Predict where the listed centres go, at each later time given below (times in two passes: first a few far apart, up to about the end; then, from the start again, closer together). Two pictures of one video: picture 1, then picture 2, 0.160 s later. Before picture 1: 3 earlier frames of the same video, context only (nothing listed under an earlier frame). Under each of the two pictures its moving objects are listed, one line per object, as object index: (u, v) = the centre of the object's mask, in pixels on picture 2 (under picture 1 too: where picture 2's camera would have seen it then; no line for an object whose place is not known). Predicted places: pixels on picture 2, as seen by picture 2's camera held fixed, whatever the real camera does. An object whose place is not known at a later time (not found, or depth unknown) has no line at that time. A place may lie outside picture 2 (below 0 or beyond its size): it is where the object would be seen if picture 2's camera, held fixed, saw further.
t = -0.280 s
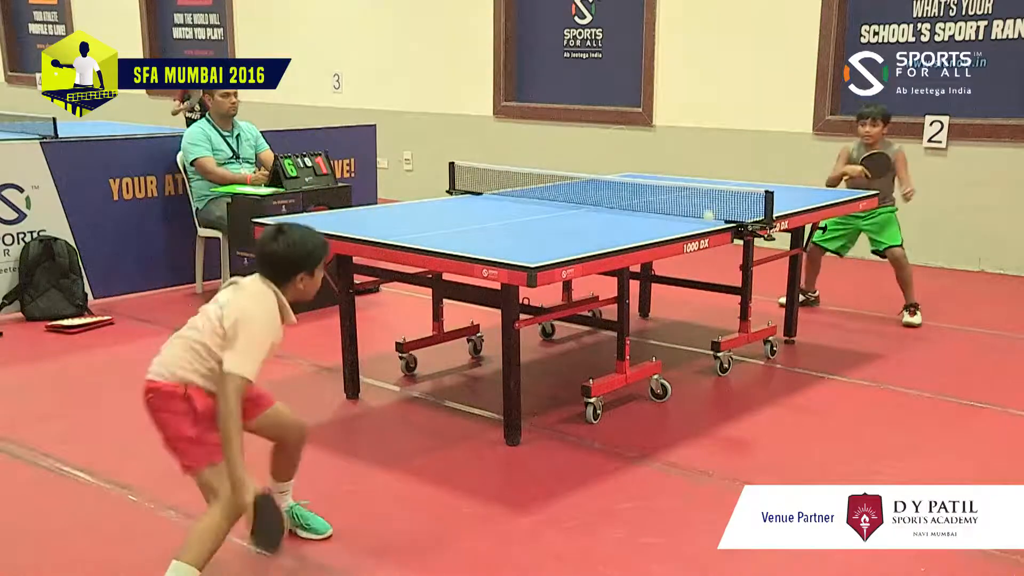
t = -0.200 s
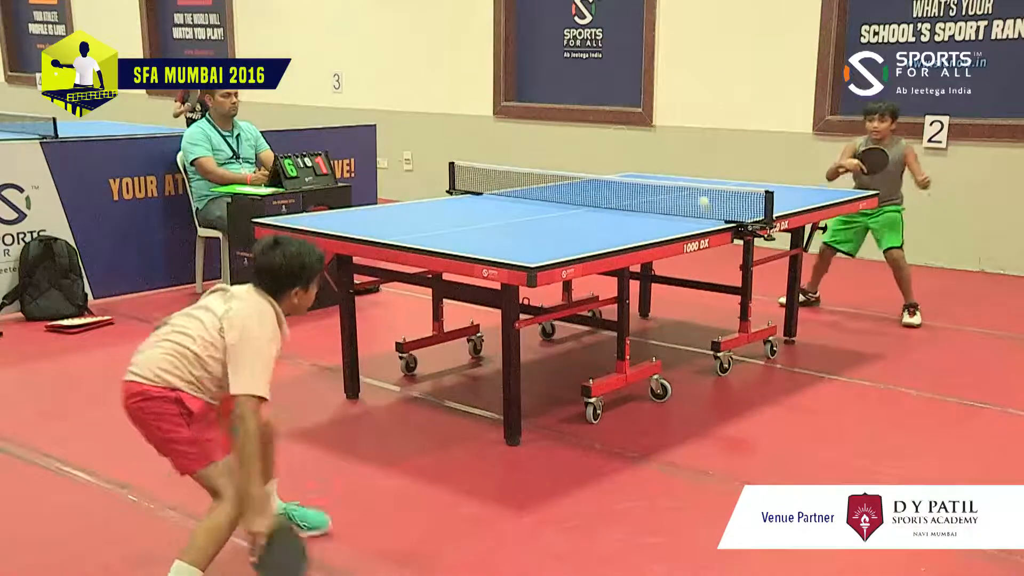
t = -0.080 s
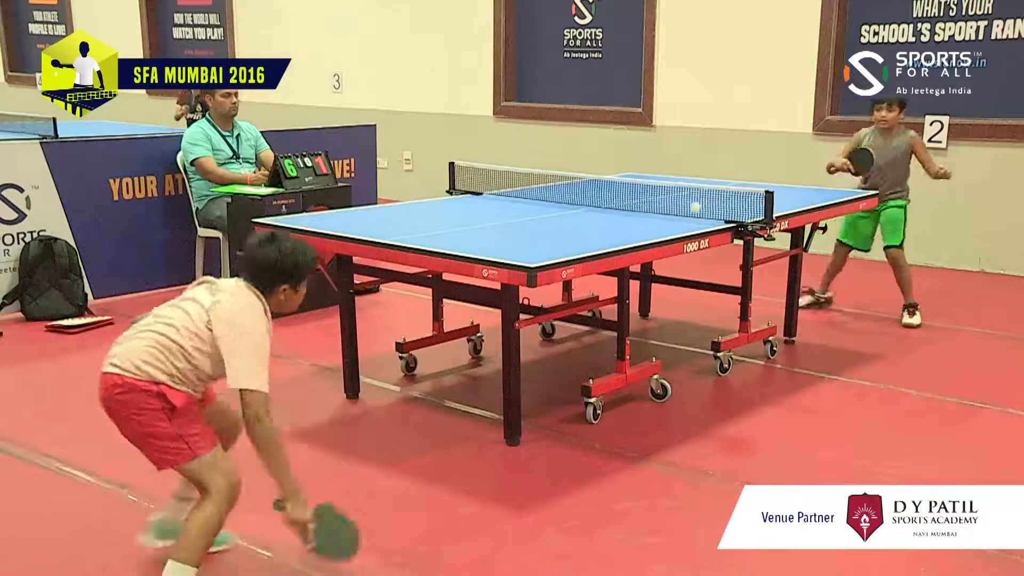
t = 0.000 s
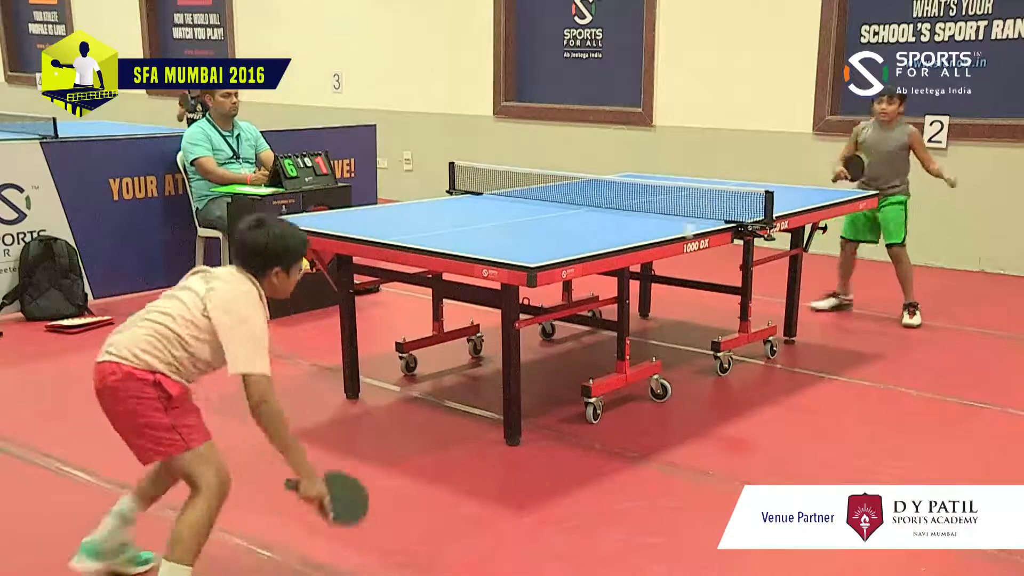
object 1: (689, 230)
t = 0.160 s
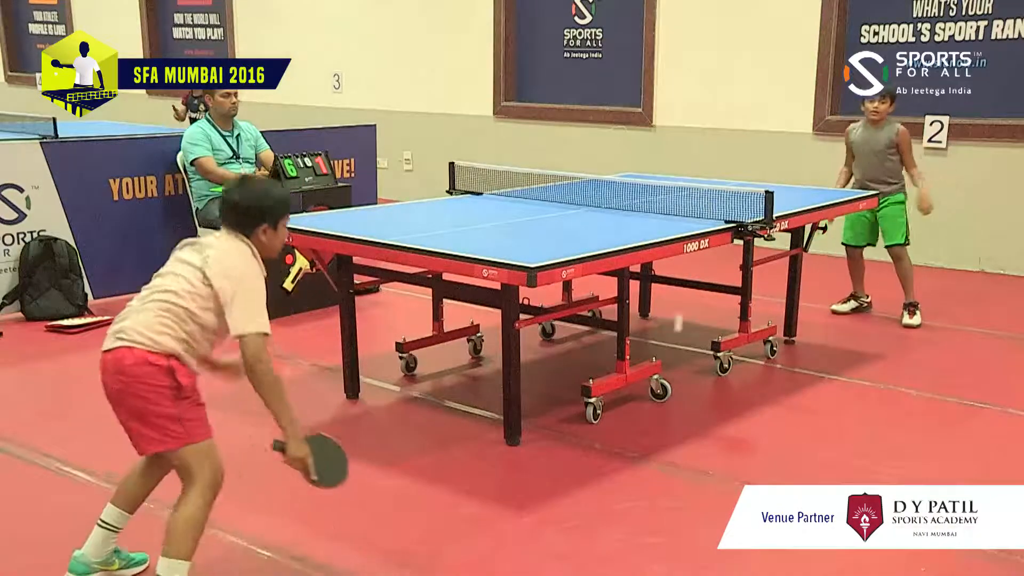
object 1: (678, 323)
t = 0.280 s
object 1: (669, 429)
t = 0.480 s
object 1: (671, 357)
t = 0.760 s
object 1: (668, 407)
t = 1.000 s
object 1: (665, 433)
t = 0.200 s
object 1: (675, 357)
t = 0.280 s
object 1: (669, 429)
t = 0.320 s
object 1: (670, 415)
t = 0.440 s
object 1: (671, 366)
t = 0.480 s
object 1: (671, 357)
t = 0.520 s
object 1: (671, 352)
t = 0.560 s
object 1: (671, 351)
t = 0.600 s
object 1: (671, 354)
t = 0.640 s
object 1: (670, 361)
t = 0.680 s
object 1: (670, 372)
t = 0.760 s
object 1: (668, 407)
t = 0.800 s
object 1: (667, 429)
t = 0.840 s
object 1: (665, 455)
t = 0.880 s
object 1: (666, 446)
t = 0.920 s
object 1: (666, 438)
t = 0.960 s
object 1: (665, 434)
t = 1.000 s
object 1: (665, 433)
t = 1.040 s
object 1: (665, 436)
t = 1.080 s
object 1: (664, 443)
